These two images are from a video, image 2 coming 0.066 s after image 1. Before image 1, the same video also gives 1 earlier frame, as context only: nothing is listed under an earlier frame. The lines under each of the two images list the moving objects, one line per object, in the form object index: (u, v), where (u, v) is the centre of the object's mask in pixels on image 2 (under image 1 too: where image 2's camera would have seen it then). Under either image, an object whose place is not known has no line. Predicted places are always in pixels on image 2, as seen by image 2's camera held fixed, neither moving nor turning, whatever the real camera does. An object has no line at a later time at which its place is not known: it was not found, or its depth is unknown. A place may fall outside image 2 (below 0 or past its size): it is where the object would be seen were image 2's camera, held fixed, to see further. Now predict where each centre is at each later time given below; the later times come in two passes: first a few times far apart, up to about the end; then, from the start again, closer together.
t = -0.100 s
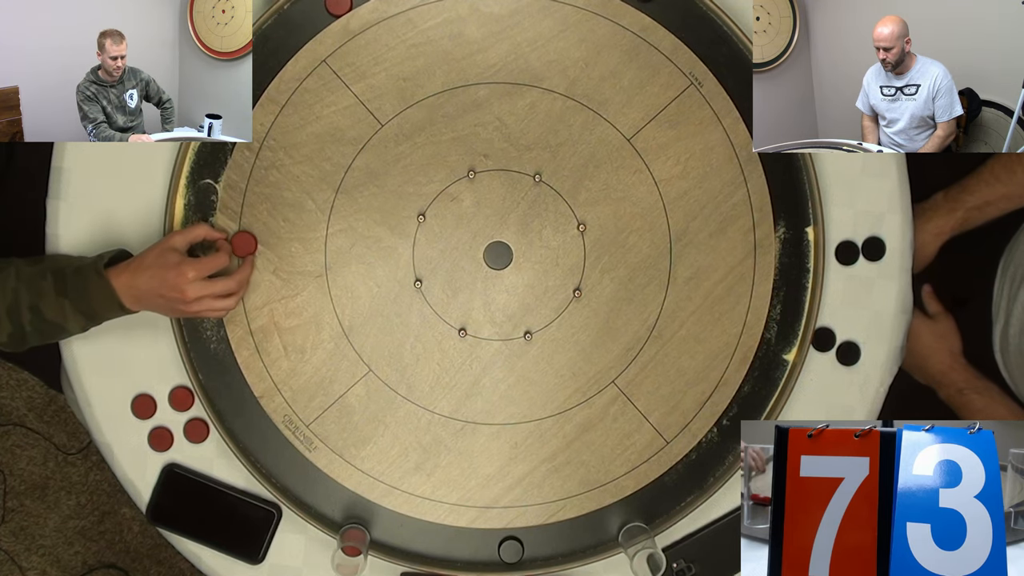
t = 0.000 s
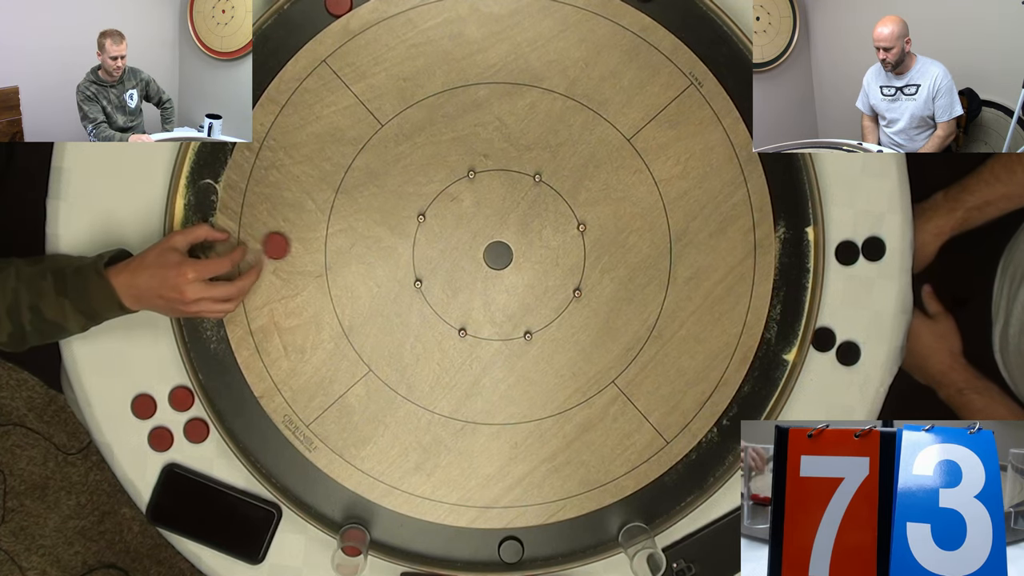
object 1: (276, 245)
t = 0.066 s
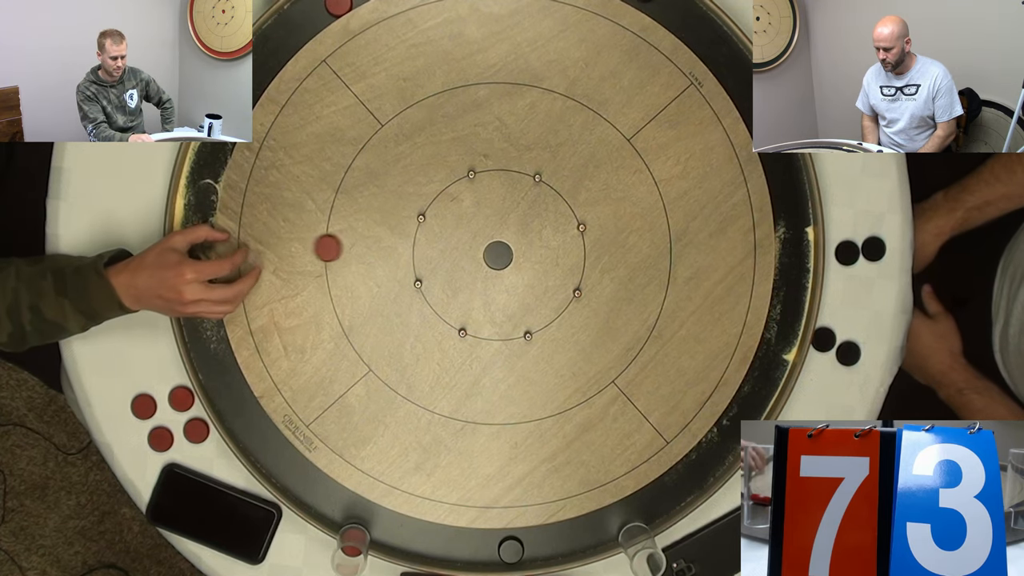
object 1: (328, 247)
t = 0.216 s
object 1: (442, 252)
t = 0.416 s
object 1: (479, 265)
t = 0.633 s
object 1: (454, 265)
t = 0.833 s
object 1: (443, 261)
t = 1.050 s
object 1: (443, 261)
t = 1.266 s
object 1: (443, 261)
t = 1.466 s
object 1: (443, 261)
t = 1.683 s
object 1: (443, 261)
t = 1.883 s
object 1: (443, 261)
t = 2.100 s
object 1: (443, 261)
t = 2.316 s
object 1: (443, 261)
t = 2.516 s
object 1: (443, 261)
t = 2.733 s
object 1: (443, 261)
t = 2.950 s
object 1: (443, 261)
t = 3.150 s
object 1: (443, 261)
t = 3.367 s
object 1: (443, 261)
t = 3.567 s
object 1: (443, 261)
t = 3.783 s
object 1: (443, 261)
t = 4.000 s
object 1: (443, 261)
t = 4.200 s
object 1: (443, 261)
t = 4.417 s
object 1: (443, 261)
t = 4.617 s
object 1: (443, 261)
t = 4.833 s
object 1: (443, 261)
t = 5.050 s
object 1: (443, 261)
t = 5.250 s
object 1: (443, 261)
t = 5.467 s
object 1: (443, 261)
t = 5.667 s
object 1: (443, 261)
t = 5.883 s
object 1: (443, 261)
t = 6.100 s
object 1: (443, 261)
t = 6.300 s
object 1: (443, 261)
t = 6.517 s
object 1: (443, 261)
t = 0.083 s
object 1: (341, 248)
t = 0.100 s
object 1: (353, 249)
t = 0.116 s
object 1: (366, 249)
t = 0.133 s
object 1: (379, 250)
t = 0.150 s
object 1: (391, 250)
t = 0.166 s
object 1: (404, 251)
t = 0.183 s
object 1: (417, 251)
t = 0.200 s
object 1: (429, 252)
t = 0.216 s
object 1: (442, 252)
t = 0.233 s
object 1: (453, 252)
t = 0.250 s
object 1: (465, 253)
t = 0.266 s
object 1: (477, 253)
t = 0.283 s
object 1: (489, 253)
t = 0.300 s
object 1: (498, 255)
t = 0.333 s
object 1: (494, 260)
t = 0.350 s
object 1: (491, 261)
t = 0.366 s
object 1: (488, 262)
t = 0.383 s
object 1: (485, 263)
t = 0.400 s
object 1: (482, 264)
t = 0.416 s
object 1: (479, 265)
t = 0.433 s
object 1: (476, 265)
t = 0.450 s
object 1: (474, 265)
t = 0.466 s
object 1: (472, 265)
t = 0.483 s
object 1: (470, 266)
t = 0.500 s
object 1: (468, 266)
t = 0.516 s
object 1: (466, 266)
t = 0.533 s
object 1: (464, 266)
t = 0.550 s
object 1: (462, 266)
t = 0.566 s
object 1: (460, 265)
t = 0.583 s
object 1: (459, 265)
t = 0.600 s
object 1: (457, 265)
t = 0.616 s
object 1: (455, 265)
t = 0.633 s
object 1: (454, 265)
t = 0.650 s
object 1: (453, 265)
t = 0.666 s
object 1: (451, 264)
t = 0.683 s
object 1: (450, 264)
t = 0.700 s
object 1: (449, 264)
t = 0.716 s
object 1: (448, 263)
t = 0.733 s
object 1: (447, 263)
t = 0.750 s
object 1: (446, 263)
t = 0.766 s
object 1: (445, 262)
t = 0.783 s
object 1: (445, 262)
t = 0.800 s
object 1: (444, 262)
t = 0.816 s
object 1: (444, 262)
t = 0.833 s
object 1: (443, 261)
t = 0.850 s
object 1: (443, 261)
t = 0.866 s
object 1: (443, 261)
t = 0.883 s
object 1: (443, 261)
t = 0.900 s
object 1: (443, 261)
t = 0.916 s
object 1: (443, 262)
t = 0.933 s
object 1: (443, 262)
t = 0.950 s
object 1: (443, 261)
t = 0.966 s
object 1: (443, 261)
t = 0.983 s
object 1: (443, 261)
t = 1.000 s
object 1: (443, 261)
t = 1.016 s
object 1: (443, 261)
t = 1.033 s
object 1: (443, 261)
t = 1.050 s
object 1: (443, 261)
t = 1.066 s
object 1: (443, 261)
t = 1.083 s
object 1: (443, 261)
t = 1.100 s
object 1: (443, 261)
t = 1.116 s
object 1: (443, 261)
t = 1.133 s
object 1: (443, 261)
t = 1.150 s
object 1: (443, 261)
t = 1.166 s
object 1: (443, 261)
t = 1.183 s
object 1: (443, 261)
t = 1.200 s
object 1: (443, 261)
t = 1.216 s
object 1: (443, 261)
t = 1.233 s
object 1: (443, 261)
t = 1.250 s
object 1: (443, 261)
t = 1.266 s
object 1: (443, 261)
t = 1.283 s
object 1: (443, 261)
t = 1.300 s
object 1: (443, 261)
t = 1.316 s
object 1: (443, 261)
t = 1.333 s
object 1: (443, 261)
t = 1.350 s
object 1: (443, 261)
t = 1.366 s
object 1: (443, 261)
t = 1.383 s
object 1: (443, 261)
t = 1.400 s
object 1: (443, 261)
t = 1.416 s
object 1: (443, 261)
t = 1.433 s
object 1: (443, 261)
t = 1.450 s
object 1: (443, 261)
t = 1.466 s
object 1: (443, 261)
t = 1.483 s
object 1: (443, 261)
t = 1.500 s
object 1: (443, 261)
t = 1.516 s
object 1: (443, 261)
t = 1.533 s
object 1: (443, 261)
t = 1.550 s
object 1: (443, 262)
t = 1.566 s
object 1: (443, 261)
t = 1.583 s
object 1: (443, 261)
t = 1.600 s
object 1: (443, 261)
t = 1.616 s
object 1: (443, 261)
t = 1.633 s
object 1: (443, 261)
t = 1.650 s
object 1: (443, 261)
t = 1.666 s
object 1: (443, 261)
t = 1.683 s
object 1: (443, 261)
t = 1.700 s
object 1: (443, 261)
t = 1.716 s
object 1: (443, 261)
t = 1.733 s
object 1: (443, 261)
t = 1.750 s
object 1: (443, 261)
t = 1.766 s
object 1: (443, 261)
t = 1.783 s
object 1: (443, 261)
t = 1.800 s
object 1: (443, 261)
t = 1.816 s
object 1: (443, 261)
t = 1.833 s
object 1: (443, 261)
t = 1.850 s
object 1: (443, 261)
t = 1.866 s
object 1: (443, 261)
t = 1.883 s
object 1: (443, 261)
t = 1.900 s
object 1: (443, 261)
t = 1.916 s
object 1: (443, 261)
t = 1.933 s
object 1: (443, 261)
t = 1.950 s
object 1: (443, 261)
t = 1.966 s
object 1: (443, 261)
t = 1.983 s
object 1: (443, 261)
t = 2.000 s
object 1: (443, 261)
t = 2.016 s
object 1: (443, 261)
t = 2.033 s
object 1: (443, 261)
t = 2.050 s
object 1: (443, 261)
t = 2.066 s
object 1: (443, 261)
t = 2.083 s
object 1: (443, 261)
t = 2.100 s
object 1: (443, 261)
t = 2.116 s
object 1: (443, 261)
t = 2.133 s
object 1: (443, 261)
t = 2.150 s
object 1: (443, 261)
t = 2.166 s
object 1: (443, 261)
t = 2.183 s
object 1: (443, 261)
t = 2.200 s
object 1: (443, 261)
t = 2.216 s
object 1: (443, 261)
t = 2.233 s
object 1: (443, 261)
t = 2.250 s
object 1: (443, 261)
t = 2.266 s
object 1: (443, 261)
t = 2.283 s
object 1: (443, 261)
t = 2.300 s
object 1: (443, 261)
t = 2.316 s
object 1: (443, 261)
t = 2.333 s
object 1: (443, 261)
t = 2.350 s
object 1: (443, 261)
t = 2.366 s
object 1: (443, 261)
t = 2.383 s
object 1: (443, 261)
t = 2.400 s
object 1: (443, 261)
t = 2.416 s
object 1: (443, 261)
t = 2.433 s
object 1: (443, 261)
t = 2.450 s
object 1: (443, 261)
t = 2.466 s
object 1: (443, 261)
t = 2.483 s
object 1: (443, 261)
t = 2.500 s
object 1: (443, 261)
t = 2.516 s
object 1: (443, 261)
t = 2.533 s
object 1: (443, 261)
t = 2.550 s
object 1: (443, 261)
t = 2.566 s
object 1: (443, 262)
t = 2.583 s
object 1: (443, 262)
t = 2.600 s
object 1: (443, 261)
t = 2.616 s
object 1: (443, 262)
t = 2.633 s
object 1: (443, 261)
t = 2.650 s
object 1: (443, 261)
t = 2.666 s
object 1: (443, 261)
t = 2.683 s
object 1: (443, 261)
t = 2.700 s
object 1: (443, 262)
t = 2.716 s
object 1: (443, 261)
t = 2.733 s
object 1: (443, 261)
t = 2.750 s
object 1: (443, 261)
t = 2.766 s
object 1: (443, 261)
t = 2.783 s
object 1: (443, 261)
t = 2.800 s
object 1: (443, 261)
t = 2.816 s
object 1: (443, 261)
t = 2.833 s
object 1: (443, 261)
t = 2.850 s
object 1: (443, 261)
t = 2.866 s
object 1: (443, 261)
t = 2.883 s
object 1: (443, 261)
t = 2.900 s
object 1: (443, 261)
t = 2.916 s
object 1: (443, 261)
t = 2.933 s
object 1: (443, 261)
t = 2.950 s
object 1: (443, 261)
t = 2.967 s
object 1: (443, 261)
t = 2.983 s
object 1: (443, 261)
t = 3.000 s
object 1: (443, 261)
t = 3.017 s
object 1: (443, 261)
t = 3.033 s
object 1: (443, 261)
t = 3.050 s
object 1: (443, 261)
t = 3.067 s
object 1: (443, 261)
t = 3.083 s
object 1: (443, 261)
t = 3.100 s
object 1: (443, 261)
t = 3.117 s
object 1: (443, 261)
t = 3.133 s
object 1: (443, 261)
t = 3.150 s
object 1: (443, 261)
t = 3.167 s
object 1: (443, 261)
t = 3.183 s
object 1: (443, 261)
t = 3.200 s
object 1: (443, 261)
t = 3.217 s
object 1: (443, 261)
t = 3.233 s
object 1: (443, 261)
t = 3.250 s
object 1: (443, 261)
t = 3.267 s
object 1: (443, 261)
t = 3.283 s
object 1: (443, 261)
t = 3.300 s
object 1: (443, 261)
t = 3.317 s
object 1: (443, 261)
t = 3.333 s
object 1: (443, 261)
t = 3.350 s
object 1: (443, 261)
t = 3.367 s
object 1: (443, 261)
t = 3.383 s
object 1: (443, 261)
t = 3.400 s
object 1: (443, 261)
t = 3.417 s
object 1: (443, 261)
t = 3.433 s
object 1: (443, 261)
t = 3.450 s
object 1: (443, 261)
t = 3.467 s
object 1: (443, 261)
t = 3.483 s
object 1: (443, 261)
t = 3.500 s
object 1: (443, 261)
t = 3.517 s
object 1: (443, 261)
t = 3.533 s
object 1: (443, 261)
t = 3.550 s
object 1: (443, 261)
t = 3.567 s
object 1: (443, 261)
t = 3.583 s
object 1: (443, 261)
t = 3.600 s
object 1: (443, 261)
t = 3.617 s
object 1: (443, 261)
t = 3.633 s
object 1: (443, 261)
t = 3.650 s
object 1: (443, 261)
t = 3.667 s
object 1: (443, 261)
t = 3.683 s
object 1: (443, 261)
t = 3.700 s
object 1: (443, 261)
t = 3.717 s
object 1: (443, 261)
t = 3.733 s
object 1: (443, 261)
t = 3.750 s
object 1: (443, 261)
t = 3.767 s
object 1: (443, 261)
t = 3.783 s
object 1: (443, 261)
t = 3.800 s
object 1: (443, 261)
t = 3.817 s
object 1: (443, 261)
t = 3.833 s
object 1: (443, 261)
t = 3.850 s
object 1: (443, 261)
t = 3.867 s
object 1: (443, 261)
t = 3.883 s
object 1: (443, 261)
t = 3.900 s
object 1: (443, 261)
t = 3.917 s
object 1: (443, 261)
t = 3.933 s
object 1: (443, 261)
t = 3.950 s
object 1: (443, 261)
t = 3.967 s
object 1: (443, 261)
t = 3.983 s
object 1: (443, 261)
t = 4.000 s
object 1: (443, 261)
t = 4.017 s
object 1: (443, 261)
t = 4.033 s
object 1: (443, 261)
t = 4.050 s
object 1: (443, 261)
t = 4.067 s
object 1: (443, 261)
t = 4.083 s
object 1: (443, 261)
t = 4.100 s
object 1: (443, 261)
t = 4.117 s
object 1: (443, 261)
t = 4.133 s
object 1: (443, 261)
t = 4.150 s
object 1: (443, 261)
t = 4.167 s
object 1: (443, 261)
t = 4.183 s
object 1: (443, 261)
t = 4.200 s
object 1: (443, 261)
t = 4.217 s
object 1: (443, 261)
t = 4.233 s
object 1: (443, 261)
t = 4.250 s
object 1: (443, 261)
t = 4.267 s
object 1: (443, 261)
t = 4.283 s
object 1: (443, 261)
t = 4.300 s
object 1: (443, 261)
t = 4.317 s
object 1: (443, 261)
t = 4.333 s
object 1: (443, 261)
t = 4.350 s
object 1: (443, 261)
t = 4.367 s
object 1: (443, 261)
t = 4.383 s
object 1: (443, 261)
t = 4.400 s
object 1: (443, 261)
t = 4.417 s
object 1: (443, 261)
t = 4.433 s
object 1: (443, 261)
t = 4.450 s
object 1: (443, 261)
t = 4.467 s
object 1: (443, 261)
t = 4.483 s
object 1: (443, 261)
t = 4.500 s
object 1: (443, 261)
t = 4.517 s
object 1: (443, 261)
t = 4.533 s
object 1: (443, 261)
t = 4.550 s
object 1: (443, 261)
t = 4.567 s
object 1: (443, 261)
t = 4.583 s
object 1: (443, 261)
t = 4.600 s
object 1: (443, 261)
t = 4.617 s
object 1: (443, 261)
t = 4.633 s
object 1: (443, 261)
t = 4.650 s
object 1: (443, 261)
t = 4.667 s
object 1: (443, 261)
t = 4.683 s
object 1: (443, 261)
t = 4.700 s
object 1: (443, 261)
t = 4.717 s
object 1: (443, 261)
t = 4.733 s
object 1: (443, 261)
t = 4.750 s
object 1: (443, 261)
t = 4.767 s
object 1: (443, 261)
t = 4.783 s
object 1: (443, 261)
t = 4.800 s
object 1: (443, 261)
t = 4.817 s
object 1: (443, 261)
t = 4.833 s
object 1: (443, 261)
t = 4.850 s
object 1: (443, 261)
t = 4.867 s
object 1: (443, 261)
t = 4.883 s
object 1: (443, 261)
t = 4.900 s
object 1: (443, 261)
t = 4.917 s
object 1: (443, 261)
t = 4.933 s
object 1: (443, 261)
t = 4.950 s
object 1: (443, 261)
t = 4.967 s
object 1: (443, 261)
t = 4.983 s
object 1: (443, 261)
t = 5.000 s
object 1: (443, 261)
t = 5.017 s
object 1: (443, 261)
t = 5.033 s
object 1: (443, 261)
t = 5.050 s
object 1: (443, 261)
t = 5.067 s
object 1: (443, 261)
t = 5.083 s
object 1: (443, 261)
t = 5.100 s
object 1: (443, 261)
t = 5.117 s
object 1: (443, 261)
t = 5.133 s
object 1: (443, 261)
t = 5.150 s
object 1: (443, 261)
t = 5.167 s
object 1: (443, 261)
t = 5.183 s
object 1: (443, 261)
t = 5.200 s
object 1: (443, 261)
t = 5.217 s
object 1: (443, 261)
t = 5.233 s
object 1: (443, 261)
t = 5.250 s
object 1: (443, 261)
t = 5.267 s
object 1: (443, 261)
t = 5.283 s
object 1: (443, 261)
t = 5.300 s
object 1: (443, 261)
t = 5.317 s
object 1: (443, 261)
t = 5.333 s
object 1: (443, 261)
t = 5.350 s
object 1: (443, 261)
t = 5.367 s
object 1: (443, 261)
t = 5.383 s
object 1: (443, 261)
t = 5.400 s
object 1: (443, 261)
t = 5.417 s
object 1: (443, 261)
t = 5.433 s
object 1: (443, 261)
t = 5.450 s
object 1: (443, 261)
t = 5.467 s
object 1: (443, 261)
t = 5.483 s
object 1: (443, 261)
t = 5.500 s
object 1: (443, 261)
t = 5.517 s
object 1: (443, 261)
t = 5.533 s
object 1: (443, 261)
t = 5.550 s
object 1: (443, 261)
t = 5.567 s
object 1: (443, 261)
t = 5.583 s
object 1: (443, 261)
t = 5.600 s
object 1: (443, 261)
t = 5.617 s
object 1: (443, 261)
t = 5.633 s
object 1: (443, 261)
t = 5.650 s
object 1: (443, 261)
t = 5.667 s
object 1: (443, 261)
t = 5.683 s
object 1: (443, 261)
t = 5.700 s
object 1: (443, 261)
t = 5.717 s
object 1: (443, 261)
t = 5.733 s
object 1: (443, 261)
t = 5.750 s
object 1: (443, 261)
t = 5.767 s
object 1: (443, 261)
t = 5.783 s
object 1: (443, 261)
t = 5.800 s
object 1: (443, 261)
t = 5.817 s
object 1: (443, 261)
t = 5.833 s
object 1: (443, 261)
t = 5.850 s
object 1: (443, 261)
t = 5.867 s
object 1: (443, 261)
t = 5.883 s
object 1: (443, 261)
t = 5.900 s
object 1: (443, 261)
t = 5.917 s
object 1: (443, 261)
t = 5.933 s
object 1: (443, 261)
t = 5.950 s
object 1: (443, 261)
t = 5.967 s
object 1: (443, 261)
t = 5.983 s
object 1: (443, 261)
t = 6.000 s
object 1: (443, 261)
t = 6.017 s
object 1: (443, 261)
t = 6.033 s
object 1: (443, 261)
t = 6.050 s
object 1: (443, 261)
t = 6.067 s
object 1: (443, 261)
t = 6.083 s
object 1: (443, 261)
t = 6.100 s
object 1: (443, 261)
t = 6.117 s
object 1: (443, 261)
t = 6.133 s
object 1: (443, 261)
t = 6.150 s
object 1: (443, 261)
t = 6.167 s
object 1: (443, 261)
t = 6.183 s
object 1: (443, 261)
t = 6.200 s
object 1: (443, 261)
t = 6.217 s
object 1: (443, 261)
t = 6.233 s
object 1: (443, 261)
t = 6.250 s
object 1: (443, 261)
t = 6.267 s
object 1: (443, 261)
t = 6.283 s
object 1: (443, 261)
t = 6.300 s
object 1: (443, 261)
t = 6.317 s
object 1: (443, 261)
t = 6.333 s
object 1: (443, 261)
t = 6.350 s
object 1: (443, 261)
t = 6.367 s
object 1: (443, 261)
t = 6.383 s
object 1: (443, 261)
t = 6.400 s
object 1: (443, 261)
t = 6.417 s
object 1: (443, 261)
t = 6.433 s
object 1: (443, 261)
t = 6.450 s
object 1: (443, 261)
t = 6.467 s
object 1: (443, 261)
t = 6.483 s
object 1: (443, 261)
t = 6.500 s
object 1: (443, 261)
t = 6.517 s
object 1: (443, 261)
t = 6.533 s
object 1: (443, 261)
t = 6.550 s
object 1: (443, 261)
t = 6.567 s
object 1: (443, 261)
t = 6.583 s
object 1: (443, 261)
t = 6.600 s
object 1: (443, 261)
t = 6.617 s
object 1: (443, 261)
